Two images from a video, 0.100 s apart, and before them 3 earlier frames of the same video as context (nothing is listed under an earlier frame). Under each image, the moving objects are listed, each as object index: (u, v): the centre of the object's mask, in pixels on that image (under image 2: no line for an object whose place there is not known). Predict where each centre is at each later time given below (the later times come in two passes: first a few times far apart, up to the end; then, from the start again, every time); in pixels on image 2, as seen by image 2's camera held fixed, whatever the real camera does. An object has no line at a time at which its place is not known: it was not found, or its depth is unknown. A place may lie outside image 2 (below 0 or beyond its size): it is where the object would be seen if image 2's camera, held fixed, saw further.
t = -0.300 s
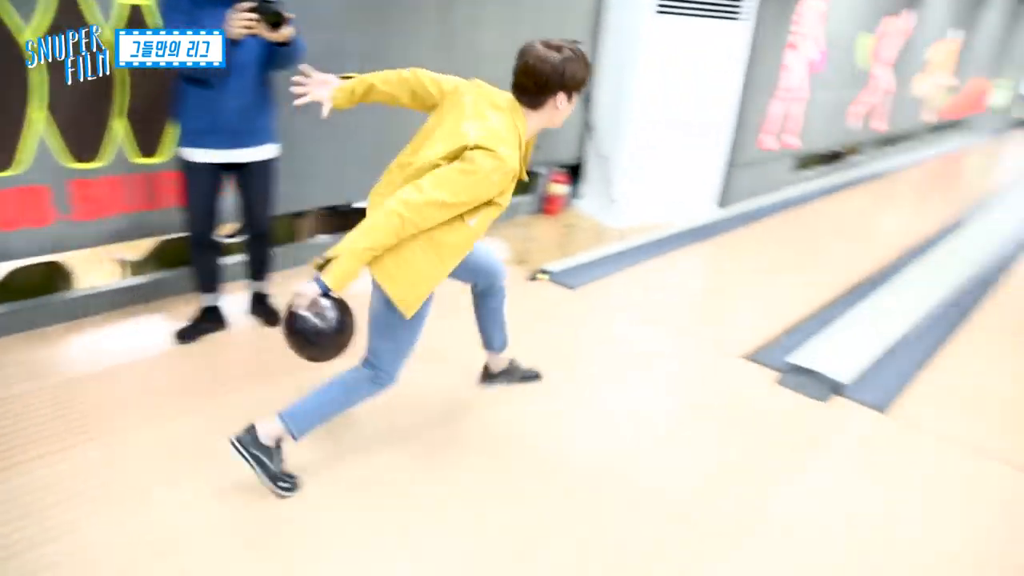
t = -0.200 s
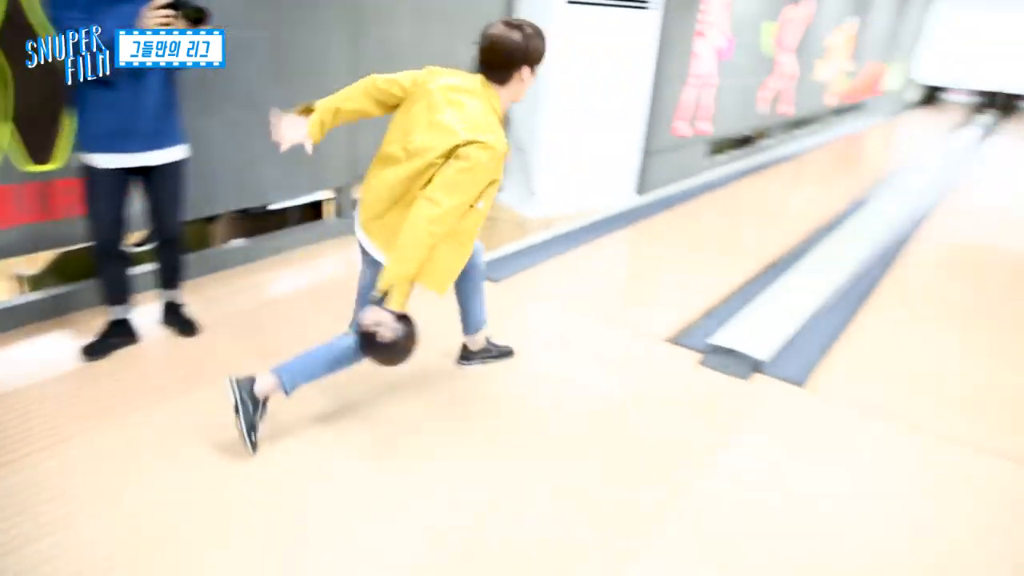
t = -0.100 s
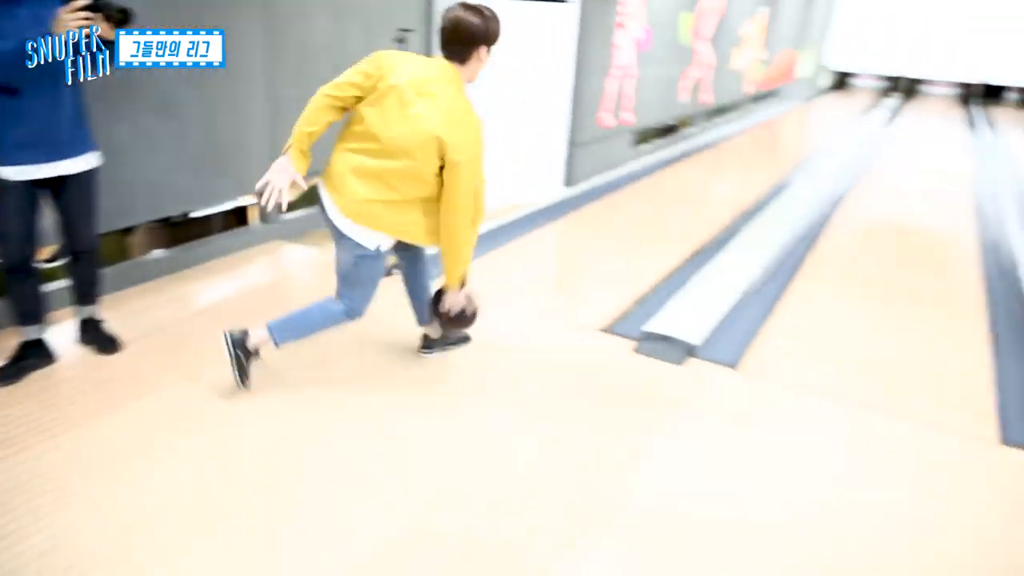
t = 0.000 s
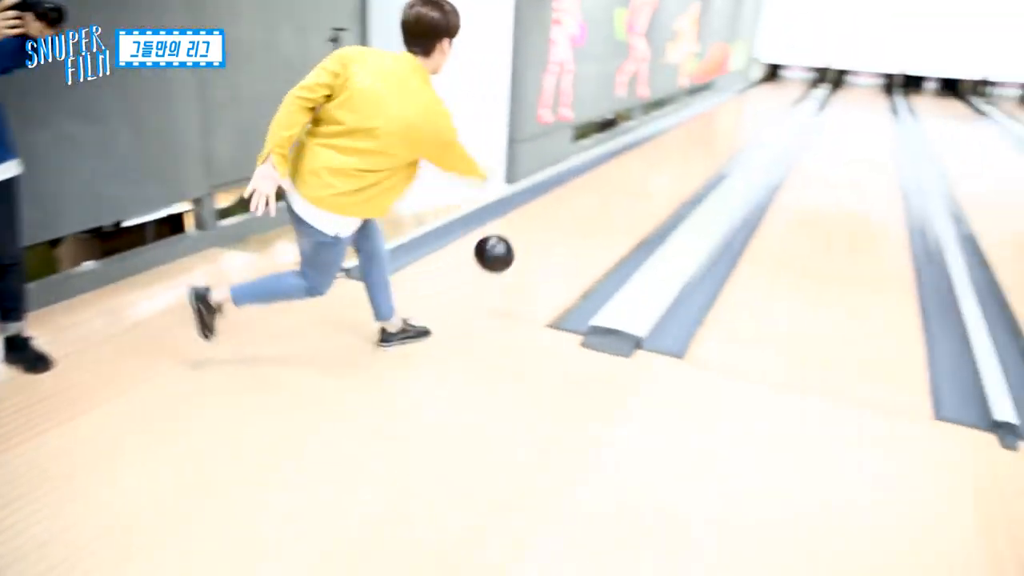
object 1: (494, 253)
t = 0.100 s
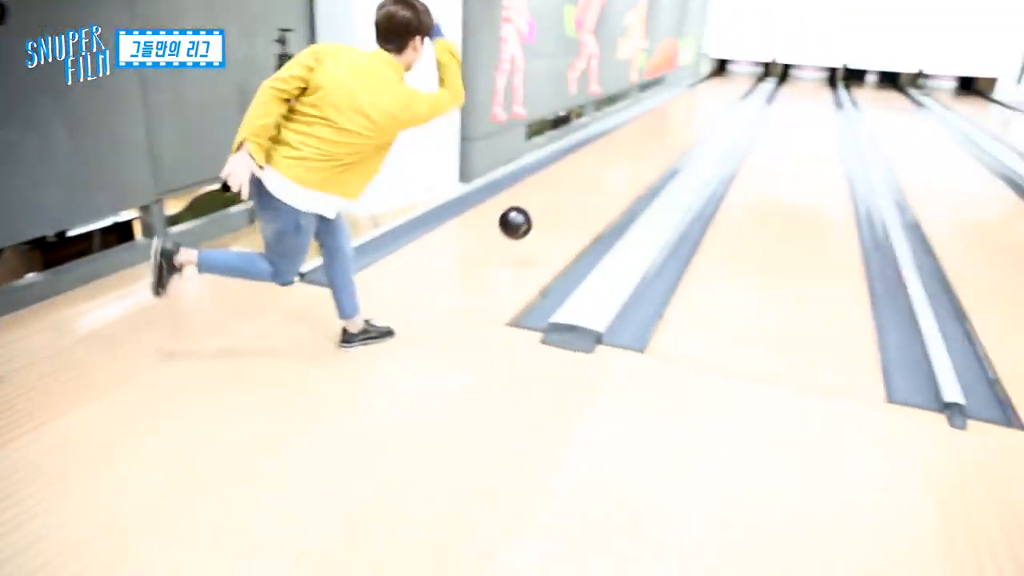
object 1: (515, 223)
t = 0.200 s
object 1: (560, 215)
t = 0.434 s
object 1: (629, 172)
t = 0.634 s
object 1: (665, 146)
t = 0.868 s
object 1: (693, 126)
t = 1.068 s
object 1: (710, 114)
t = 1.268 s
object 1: (722, 104)
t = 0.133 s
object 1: (532, 218)
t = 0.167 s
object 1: (547, 215)
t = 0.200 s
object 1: (560, 215)
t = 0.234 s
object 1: (572, 211)
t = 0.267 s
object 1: (583, 202)
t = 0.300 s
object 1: (594, 195)
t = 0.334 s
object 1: (603, 189)
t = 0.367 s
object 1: (612, 183)
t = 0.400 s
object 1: (621, 177)
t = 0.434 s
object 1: (629, 172)
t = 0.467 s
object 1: (636, 167)
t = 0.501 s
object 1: (643, 162)
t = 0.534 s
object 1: (649, 158)
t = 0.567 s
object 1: (655, 154)
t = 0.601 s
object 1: (661, 150)
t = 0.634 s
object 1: (665, 146)
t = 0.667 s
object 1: (670, 143)
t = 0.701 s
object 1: (675, 140)
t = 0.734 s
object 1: (679, 137)
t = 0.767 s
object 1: (683, 134)
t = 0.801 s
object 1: (687, 131)
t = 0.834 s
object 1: (690, 128)
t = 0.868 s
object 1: (693, 126)
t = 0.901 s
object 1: (697, 124)
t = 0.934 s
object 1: (700, 121)
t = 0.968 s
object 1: (702, 119)
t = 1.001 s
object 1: (705, 117)
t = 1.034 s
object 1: (708, 115)
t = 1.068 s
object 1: (710, 114)
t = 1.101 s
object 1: (713, 111)
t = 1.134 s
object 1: (714, 110)
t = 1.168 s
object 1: (716, 108)
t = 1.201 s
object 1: (718, 107)
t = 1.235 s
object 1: (720, 105)
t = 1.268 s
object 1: (722, 104)
